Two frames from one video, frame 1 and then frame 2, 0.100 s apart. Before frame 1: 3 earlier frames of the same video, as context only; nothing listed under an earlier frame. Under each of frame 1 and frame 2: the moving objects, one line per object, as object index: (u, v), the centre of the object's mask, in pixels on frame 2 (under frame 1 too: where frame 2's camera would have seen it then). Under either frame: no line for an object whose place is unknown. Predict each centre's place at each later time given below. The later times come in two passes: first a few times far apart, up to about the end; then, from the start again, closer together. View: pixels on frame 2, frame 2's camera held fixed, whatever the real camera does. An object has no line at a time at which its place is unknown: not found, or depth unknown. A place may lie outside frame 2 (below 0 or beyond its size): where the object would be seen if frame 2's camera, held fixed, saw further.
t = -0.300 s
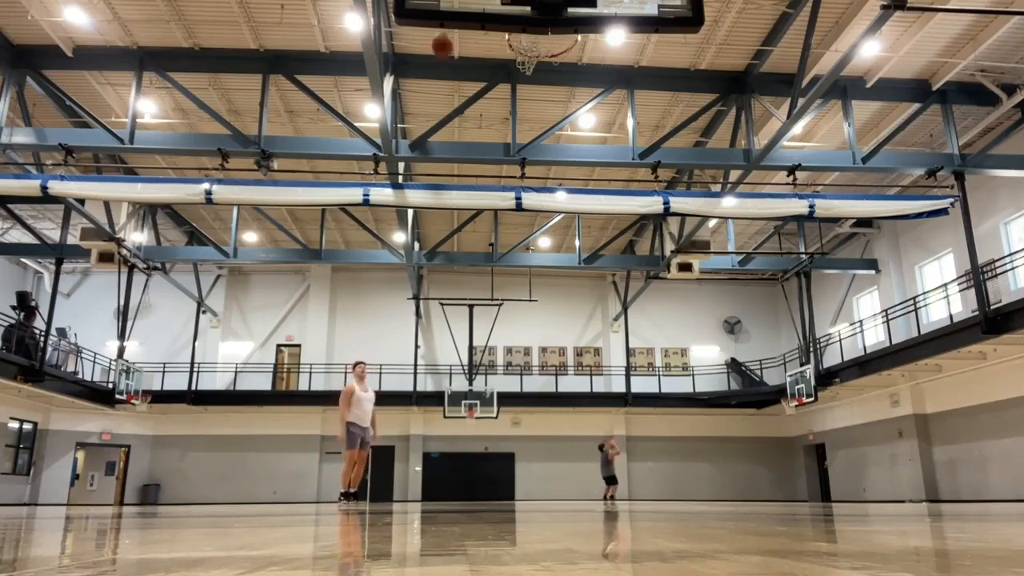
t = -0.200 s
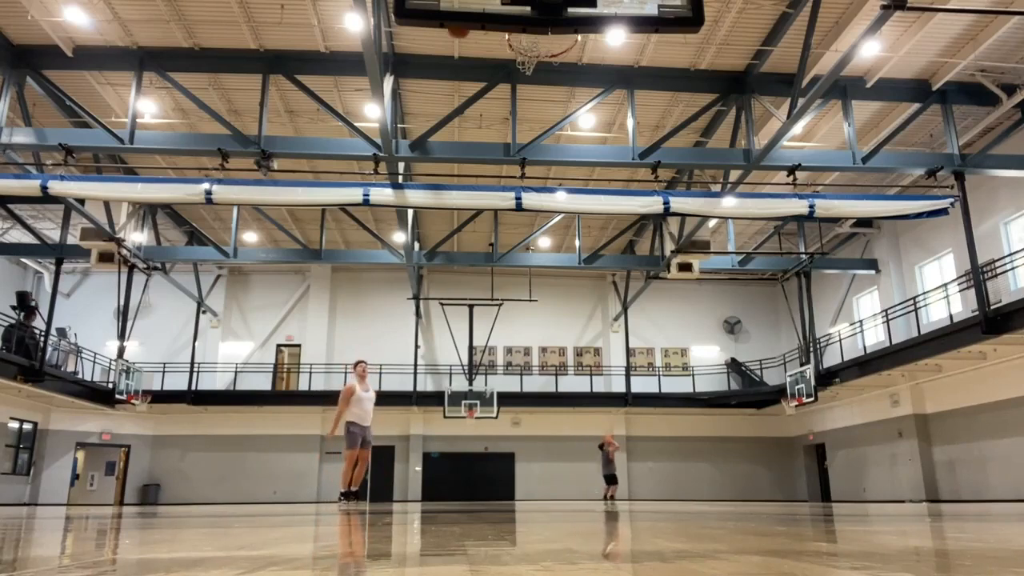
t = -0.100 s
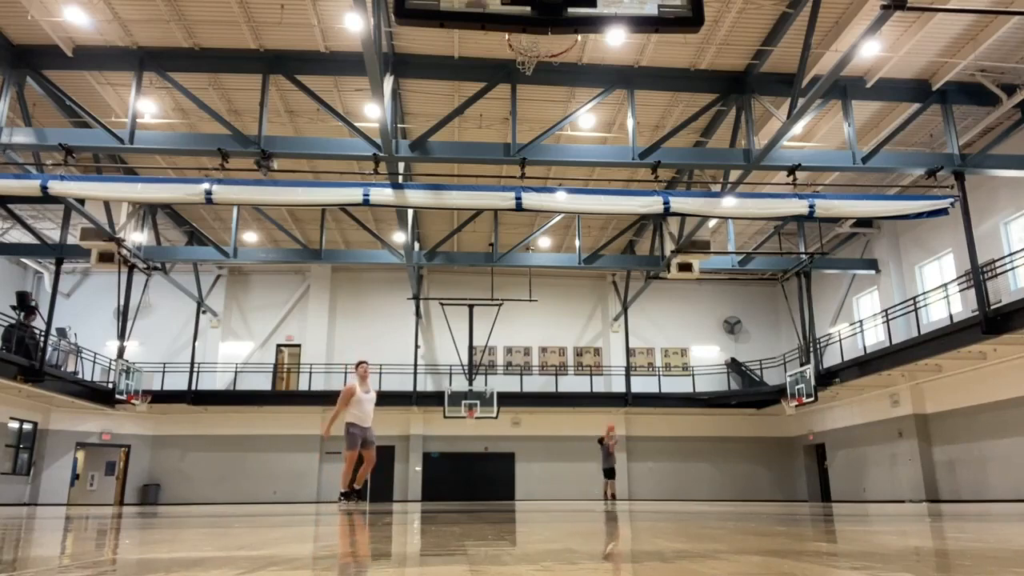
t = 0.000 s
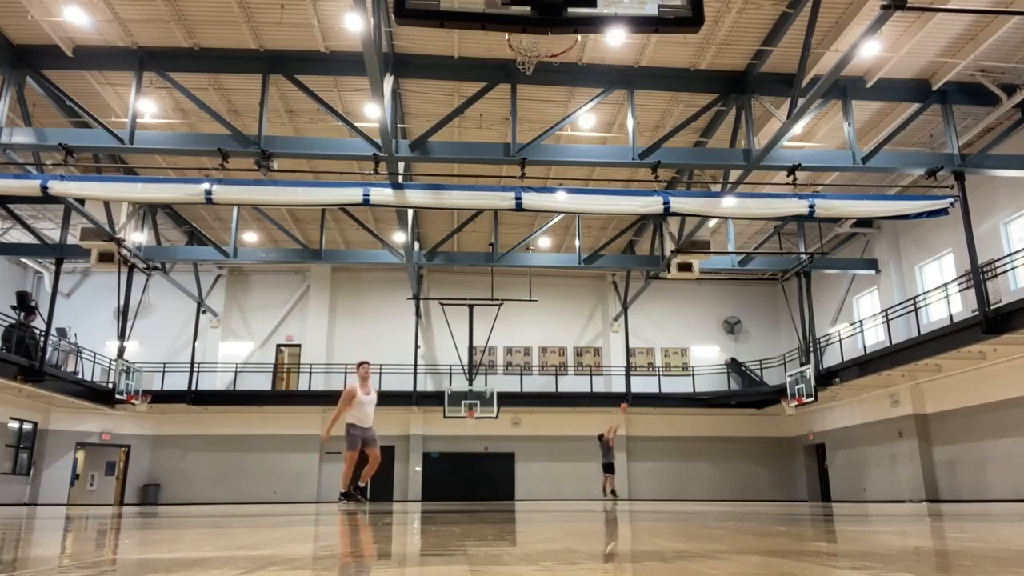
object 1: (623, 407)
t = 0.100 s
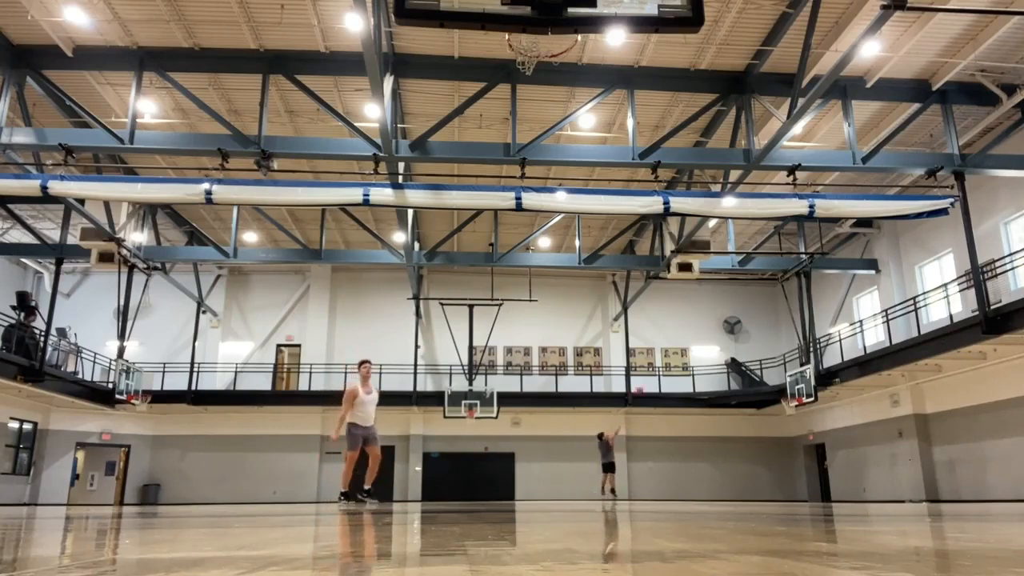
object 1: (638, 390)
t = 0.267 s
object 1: (666, 366)
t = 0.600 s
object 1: (713, 355)
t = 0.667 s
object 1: (724, 357)
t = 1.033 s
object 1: (778, 388)
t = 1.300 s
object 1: (789, 409)
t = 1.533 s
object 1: (783, 429)
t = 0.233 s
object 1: (662, 369)
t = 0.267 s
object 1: (666, 366)
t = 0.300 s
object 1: (668, 367)
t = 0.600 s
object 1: (713, 355)
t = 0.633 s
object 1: (718, 355)
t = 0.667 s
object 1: (724, 357)
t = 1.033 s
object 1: (778, 388)
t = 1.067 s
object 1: (784, 394)
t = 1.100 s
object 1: (789, 404)
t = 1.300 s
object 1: (789, 409)
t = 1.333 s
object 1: (789, 410)
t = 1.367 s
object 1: (788, 412)
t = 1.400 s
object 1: (787, 416)
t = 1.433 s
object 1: (786, 419)
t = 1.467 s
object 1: (785, 422)
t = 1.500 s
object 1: (784, 426)
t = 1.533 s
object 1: (783, 429)
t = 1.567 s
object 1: (783, 434)
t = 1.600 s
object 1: (781, 438)
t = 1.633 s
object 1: (780, 442)
